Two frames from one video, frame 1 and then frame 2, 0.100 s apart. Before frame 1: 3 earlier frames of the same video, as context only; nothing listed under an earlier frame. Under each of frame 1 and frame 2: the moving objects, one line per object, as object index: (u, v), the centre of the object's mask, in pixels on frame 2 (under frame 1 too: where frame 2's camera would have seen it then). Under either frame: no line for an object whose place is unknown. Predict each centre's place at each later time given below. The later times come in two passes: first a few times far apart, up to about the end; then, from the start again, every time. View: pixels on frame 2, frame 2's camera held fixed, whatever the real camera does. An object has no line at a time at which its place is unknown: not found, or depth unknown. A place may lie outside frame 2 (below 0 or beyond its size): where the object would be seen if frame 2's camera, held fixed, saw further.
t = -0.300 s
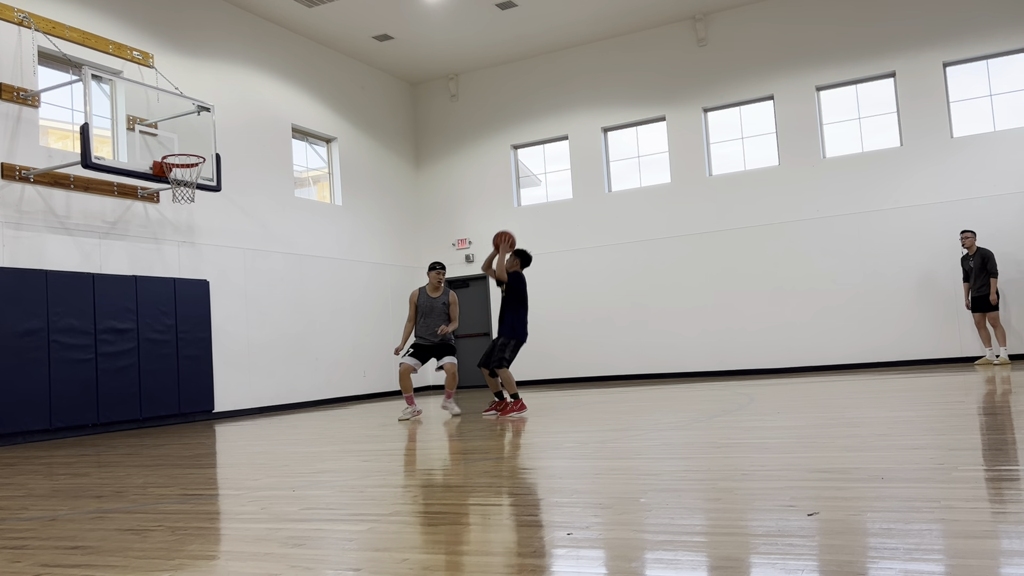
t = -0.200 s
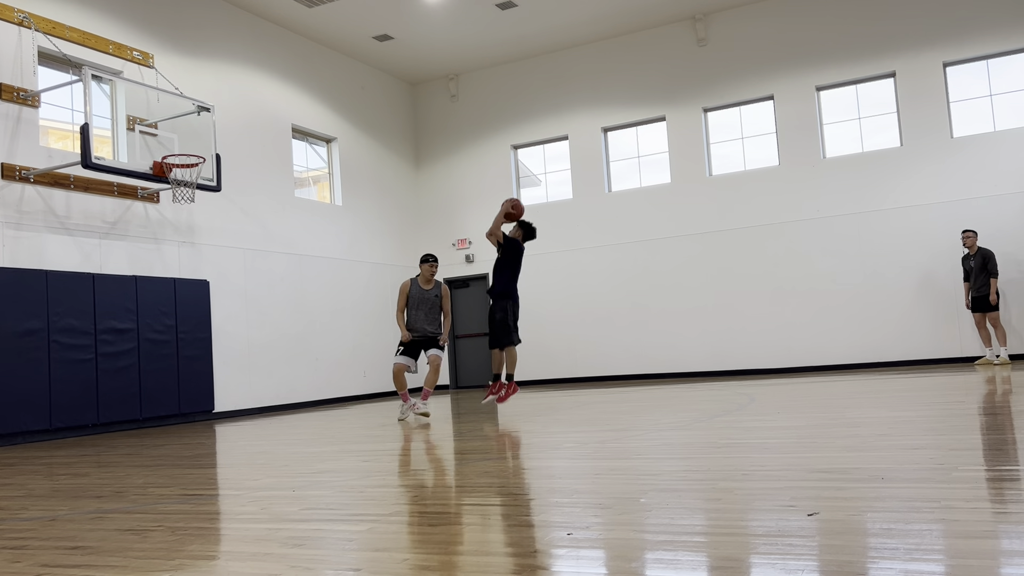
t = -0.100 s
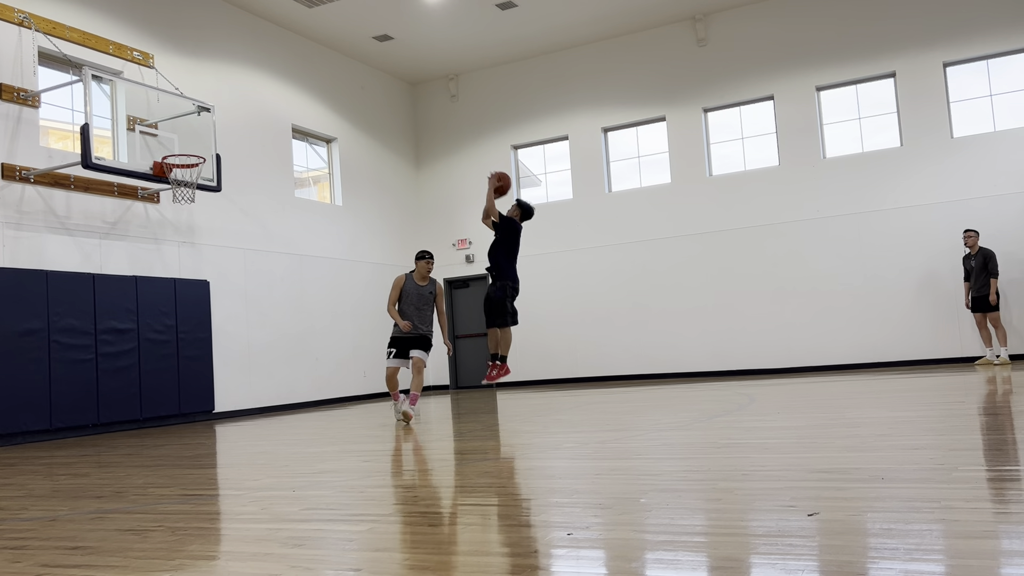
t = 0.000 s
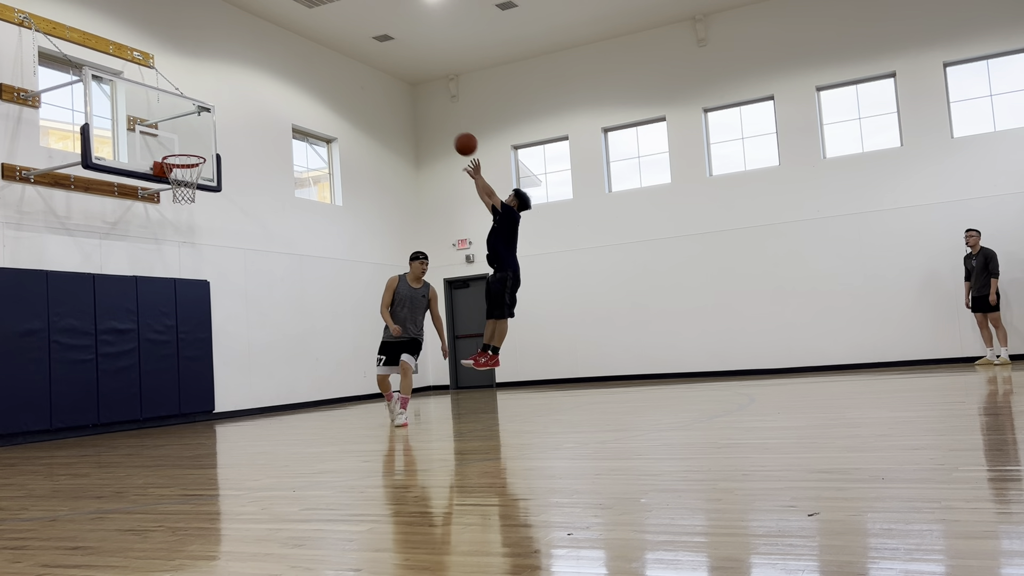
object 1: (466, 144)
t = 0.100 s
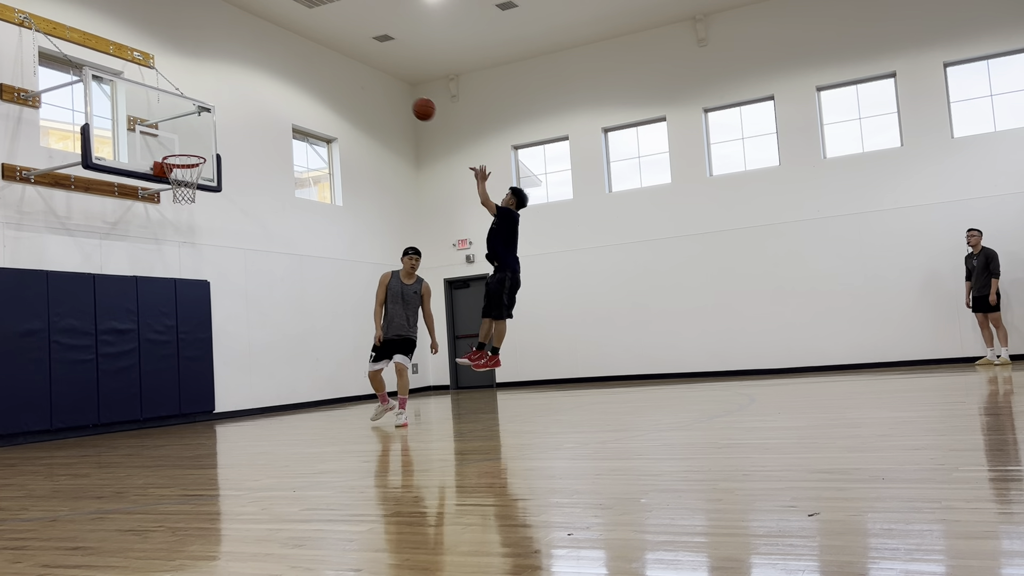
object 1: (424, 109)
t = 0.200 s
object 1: (384, 84)
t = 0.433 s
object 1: (298, 63)
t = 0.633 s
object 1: (232, 83)
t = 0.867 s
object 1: (162, 146)
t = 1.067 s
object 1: (201, 131)
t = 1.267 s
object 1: (249, 138)
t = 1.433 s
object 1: (292, 173)
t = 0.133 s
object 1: (410, 99)
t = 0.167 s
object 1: (397, 91)
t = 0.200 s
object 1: (384, 84)
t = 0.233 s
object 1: (371, 78)
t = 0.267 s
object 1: (358, 73)
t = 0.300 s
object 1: (346, 69)
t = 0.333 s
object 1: (333, 66)
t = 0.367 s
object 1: (321, 64)
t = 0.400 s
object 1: (309, 63)
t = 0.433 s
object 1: (298, 63)
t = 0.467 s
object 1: (286, 64)
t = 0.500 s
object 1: (275, 66)
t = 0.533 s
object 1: (264, 69)
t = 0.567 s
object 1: (253, 73)
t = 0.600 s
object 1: (243, 77)
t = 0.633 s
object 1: (232, 83)
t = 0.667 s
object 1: (222, 90)
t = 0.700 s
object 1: (211, 97)
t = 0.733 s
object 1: (201, 105)
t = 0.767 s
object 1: (191, 114)
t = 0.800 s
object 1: (181, 124)
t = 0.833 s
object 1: (172, 135)
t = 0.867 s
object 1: (162, 146)
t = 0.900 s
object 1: (165, 150)
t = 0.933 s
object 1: (172, 145)
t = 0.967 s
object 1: (179, 141)
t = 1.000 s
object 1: (186, 137)
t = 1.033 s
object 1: (194, 133)
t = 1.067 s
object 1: (201, 131)
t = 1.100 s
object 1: (209, 130)
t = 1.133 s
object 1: (217, 130)
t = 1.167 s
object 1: (225, 130)
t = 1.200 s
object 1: (233, 132)
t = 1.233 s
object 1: (241, 134)
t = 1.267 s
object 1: (249, 138)
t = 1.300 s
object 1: (258, 143)
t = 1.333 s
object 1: (266, 149)
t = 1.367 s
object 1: (275, 156)
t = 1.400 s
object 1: (284, 164)
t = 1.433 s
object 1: (292, 173)
